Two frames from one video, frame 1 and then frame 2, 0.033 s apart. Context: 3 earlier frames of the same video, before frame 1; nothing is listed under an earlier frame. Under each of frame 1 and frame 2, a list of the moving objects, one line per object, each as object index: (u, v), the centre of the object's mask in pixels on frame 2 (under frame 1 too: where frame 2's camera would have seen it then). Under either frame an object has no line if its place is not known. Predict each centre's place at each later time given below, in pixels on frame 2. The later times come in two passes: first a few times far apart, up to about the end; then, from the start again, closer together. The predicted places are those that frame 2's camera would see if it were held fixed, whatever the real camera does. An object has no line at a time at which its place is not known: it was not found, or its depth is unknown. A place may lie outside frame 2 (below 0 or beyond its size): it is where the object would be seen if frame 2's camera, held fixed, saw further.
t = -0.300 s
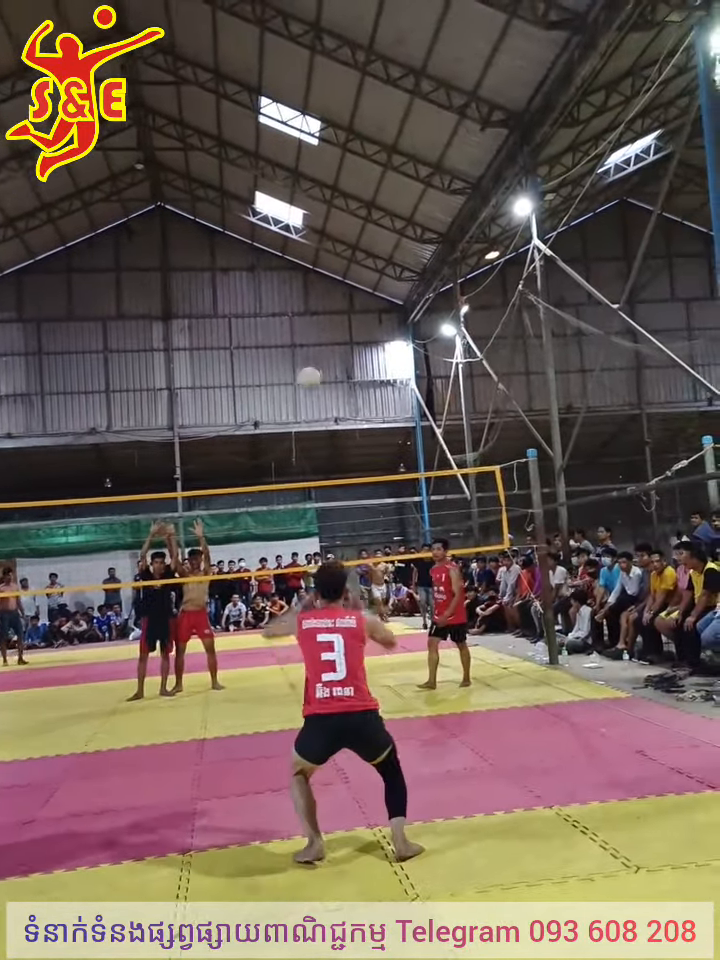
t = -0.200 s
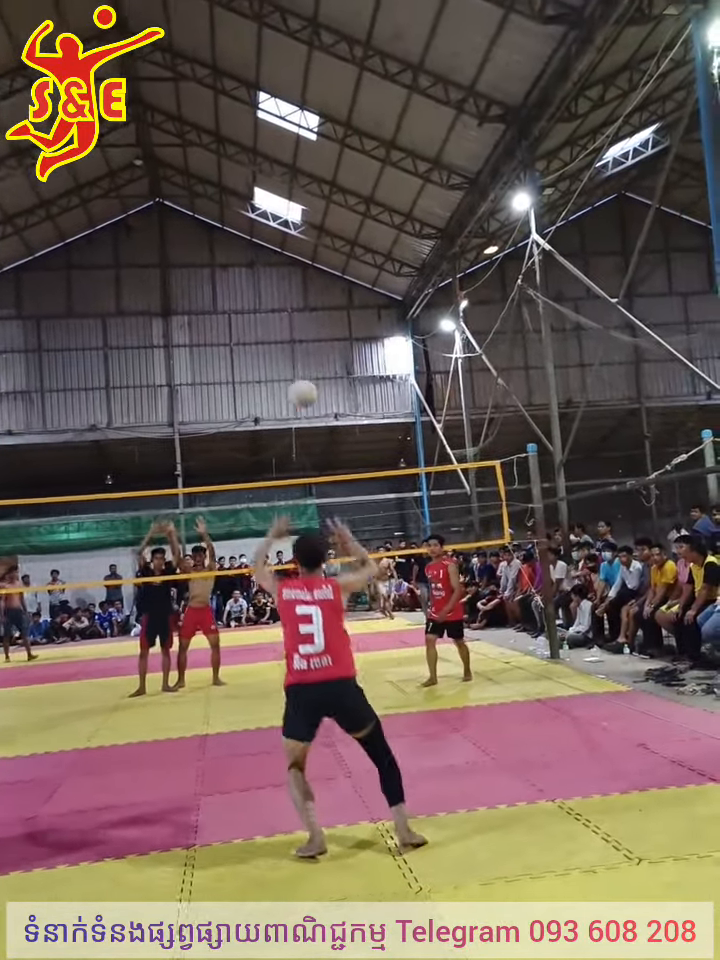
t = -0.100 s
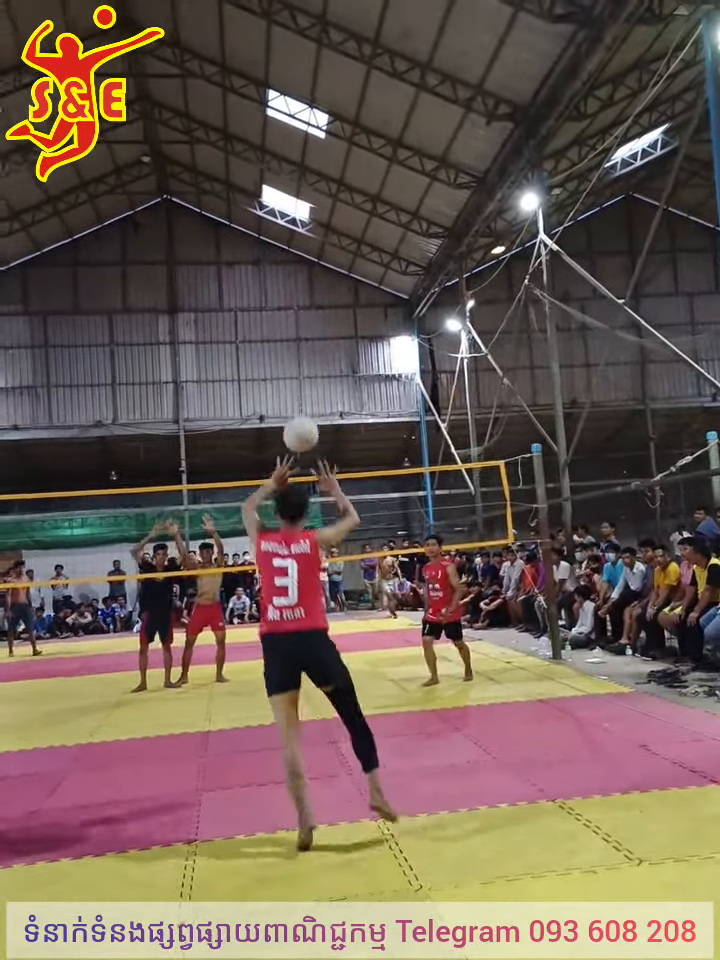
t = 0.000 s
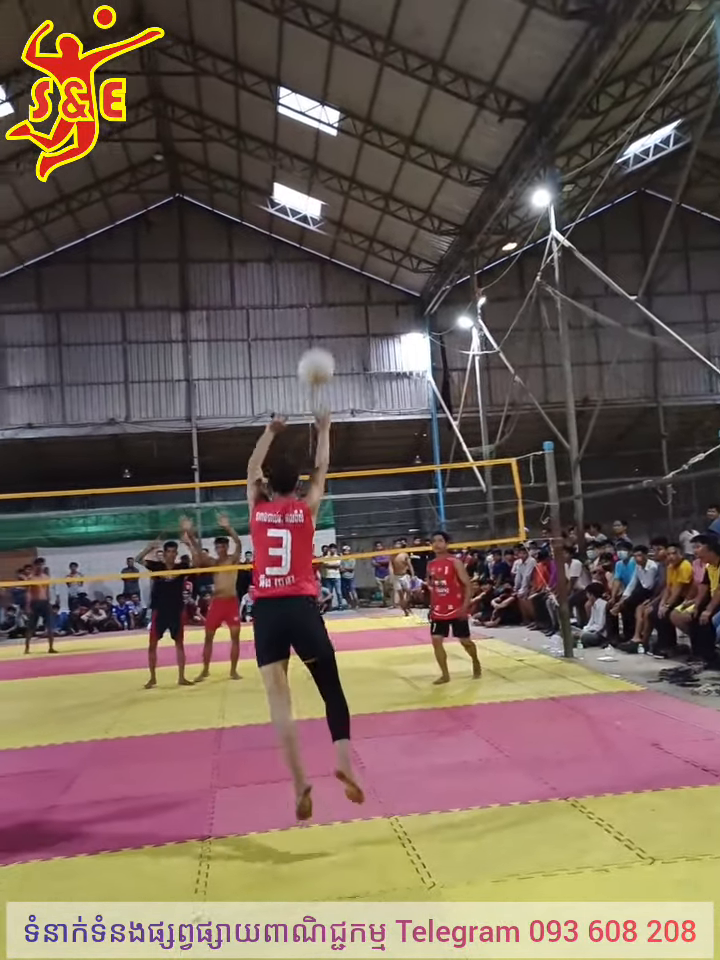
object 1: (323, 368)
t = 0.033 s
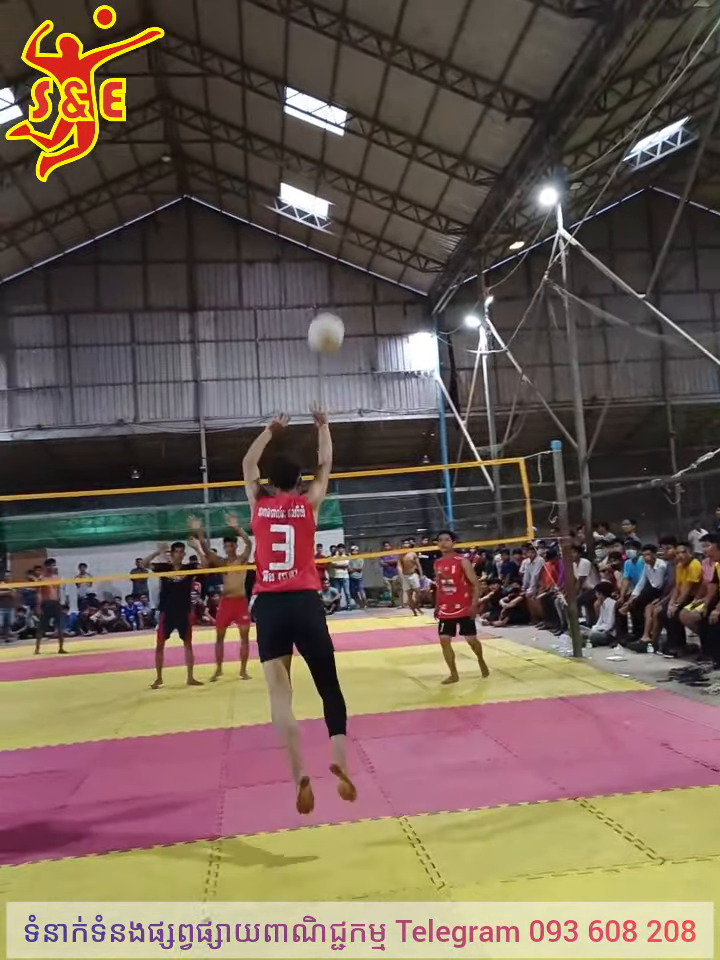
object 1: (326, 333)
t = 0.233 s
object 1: (339, 181)
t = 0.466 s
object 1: (358, 102)
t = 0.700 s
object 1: (376, 100)
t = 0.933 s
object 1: (397, 158)
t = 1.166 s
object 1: (418, 265)
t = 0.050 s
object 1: (327, 317)
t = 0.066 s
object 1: (329, 300)
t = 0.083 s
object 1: (329, 287)
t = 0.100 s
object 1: (330, 272)
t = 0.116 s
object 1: (332, 258)
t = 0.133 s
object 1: (333, 245)
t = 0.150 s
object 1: (334, 233)
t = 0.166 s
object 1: (335, 222)
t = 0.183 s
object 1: (337, 210)
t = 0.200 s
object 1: (339, 199)
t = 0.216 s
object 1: (339, 188)
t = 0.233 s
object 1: (339, 181)
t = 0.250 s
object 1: (341, 171)
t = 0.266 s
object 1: (342, 163)
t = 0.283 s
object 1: (344, 156)
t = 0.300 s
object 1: (345, 151)
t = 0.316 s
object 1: (346, 144)
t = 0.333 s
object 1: (348, 137)
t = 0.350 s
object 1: (349, 131)
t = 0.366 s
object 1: (351, 124)
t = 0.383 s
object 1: (352, 119)
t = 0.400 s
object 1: (353, 116)
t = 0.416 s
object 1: (354, 112)
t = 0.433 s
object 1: (355, 109)
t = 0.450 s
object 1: (357, 105)
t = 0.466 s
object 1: (358, 102)
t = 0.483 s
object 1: (359, 99)
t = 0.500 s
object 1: (361, 98)
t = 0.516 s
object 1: (362, 97)
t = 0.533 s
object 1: (363, 96)
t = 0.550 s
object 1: (364, 94)
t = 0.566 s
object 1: (365, 93)
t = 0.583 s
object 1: (366, 93)
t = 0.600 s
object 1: (368, 92)
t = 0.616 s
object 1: (370, 93)
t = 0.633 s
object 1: (371, 94)
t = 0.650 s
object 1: (372, 95)
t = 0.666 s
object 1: (374, 96)
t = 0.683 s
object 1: (375, 98)
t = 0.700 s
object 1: (376, 100)
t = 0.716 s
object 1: (378, 102)
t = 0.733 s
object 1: (379, 104)
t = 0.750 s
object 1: (381, 107)
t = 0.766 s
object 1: (382, 111)
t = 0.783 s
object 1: (384, 115)
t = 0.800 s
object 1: (385, 118)
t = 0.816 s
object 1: (387, 123)
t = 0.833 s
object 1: (388, 126)
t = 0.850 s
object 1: (390, 132)
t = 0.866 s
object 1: (391, 136)
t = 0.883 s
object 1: (393, 141)
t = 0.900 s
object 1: (394, 146)
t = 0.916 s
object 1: (396, 152)
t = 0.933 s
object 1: (397, 158)
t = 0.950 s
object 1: (399, 164)
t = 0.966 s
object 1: (400, 171)
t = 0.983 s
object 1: (402, 177)
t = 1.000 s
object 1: (403, 184)
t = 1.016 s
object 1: (405, 192)
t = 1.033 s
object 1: (406, 199)
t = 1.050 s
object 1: (408, 206)
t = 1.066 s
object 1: (410, 213)
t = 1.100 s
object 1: (412, 231)
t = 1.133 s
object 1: (416, 248)
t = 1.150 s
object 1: (417, 256)
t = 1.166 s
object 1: (418, 265)
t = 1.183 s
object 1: (420, 276)
